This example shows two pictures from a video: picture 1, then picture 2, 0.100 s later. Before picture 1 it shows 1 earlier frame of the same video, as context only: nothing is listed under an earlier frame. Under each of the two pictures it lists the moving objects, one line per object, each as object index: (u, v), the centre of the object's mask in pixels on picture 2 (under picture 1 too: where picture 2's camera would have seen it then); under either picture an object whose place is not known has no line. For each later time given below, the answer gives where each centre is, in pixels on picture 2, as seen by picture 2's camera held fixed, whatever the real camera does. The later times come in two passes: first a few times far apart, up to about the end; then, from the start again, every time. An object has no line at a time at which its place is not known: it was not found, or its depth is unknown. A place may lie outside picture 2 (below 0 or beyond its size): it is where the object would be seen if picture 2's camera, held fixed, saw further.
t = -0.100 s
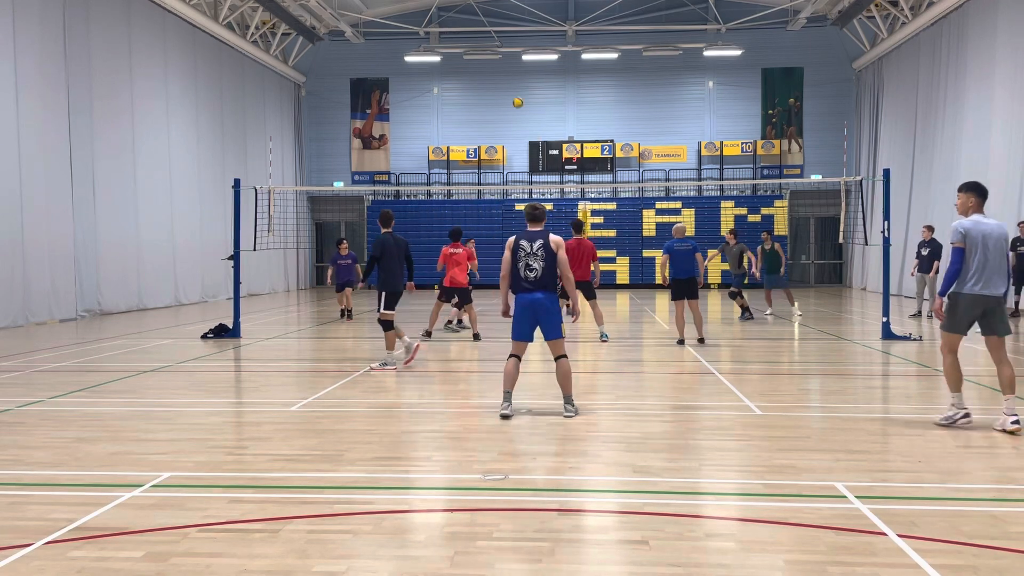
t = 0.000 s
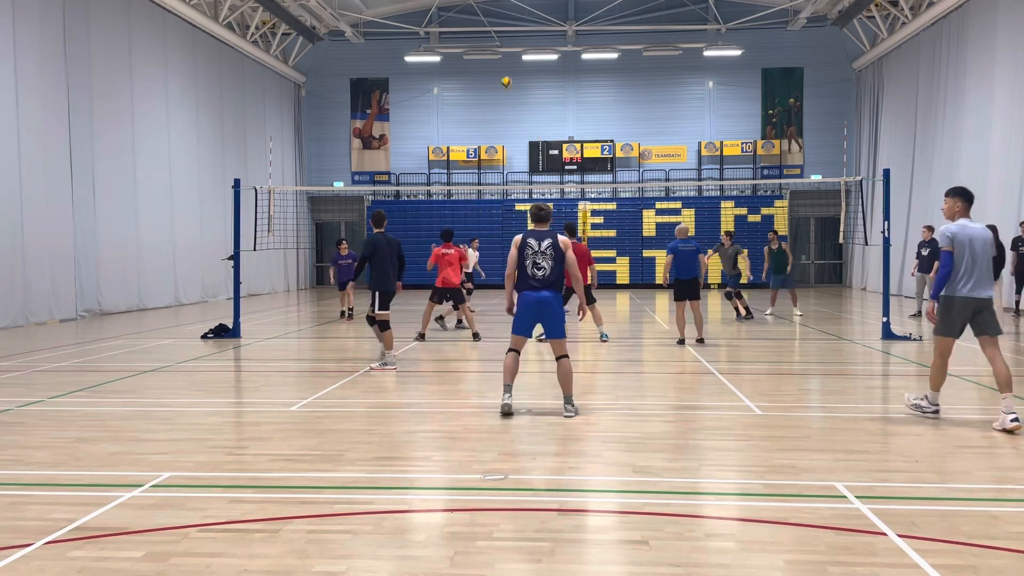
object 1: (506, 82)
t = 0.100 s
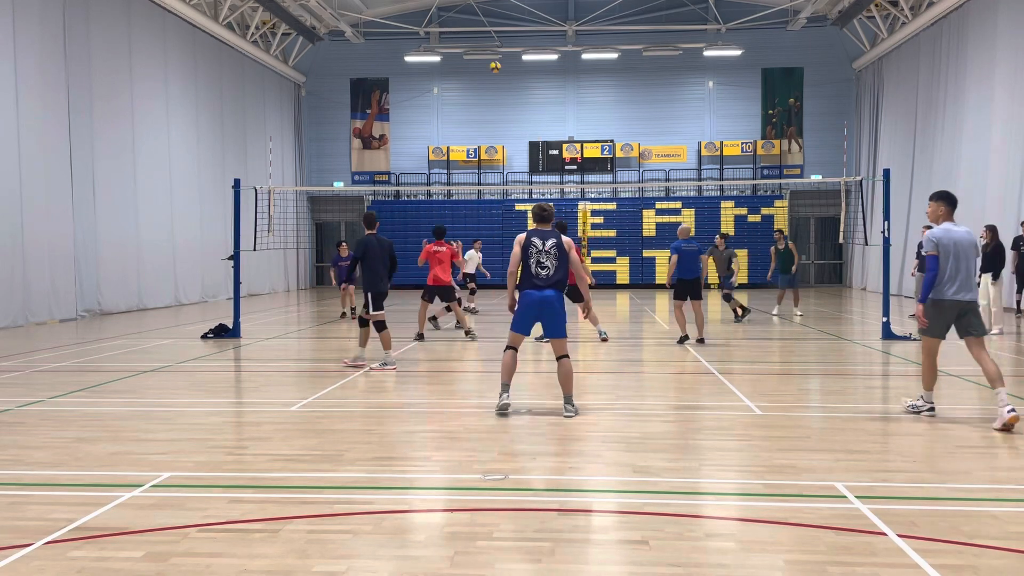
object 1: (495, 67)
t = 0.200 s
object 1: (483, 57)
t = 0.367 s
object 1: (464, 52)
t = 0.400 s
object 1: (460, 53)
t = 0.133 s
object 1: (491, 63)
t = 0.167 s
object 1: (487, 60)
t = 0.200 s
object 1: (483, 57)
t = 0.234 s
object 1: (479, 55)
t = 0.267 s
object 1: (476, 53)
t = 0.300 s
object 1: (471, 52)
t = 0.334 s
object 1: (467, 52)
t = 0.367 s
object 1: (464, 52)
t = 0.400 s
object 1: (460, 53)
